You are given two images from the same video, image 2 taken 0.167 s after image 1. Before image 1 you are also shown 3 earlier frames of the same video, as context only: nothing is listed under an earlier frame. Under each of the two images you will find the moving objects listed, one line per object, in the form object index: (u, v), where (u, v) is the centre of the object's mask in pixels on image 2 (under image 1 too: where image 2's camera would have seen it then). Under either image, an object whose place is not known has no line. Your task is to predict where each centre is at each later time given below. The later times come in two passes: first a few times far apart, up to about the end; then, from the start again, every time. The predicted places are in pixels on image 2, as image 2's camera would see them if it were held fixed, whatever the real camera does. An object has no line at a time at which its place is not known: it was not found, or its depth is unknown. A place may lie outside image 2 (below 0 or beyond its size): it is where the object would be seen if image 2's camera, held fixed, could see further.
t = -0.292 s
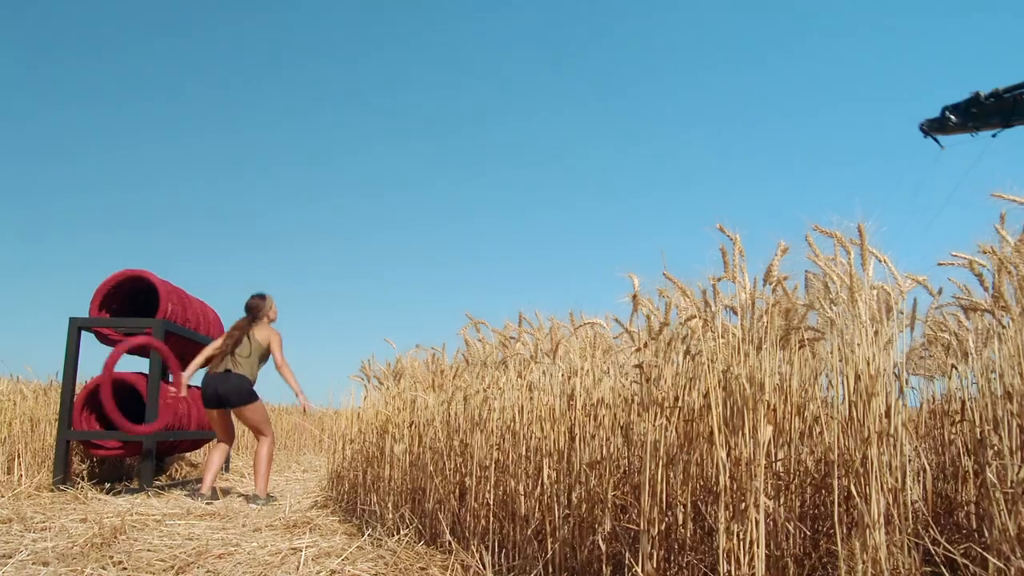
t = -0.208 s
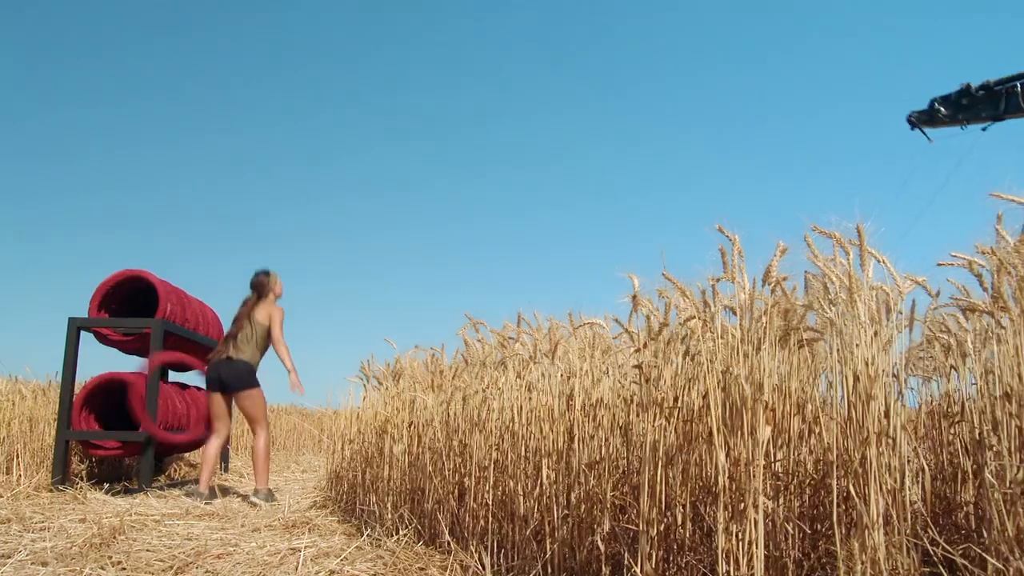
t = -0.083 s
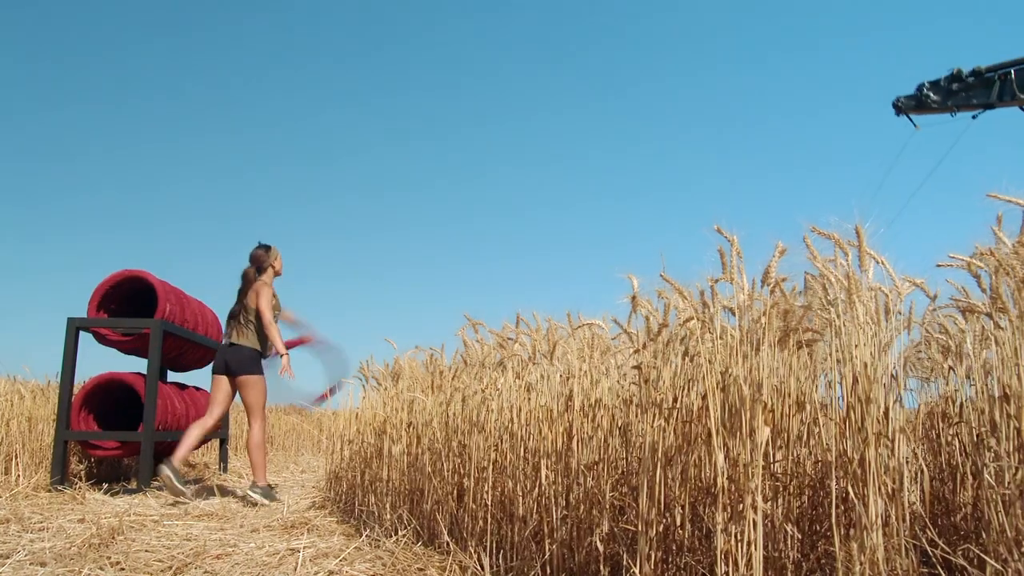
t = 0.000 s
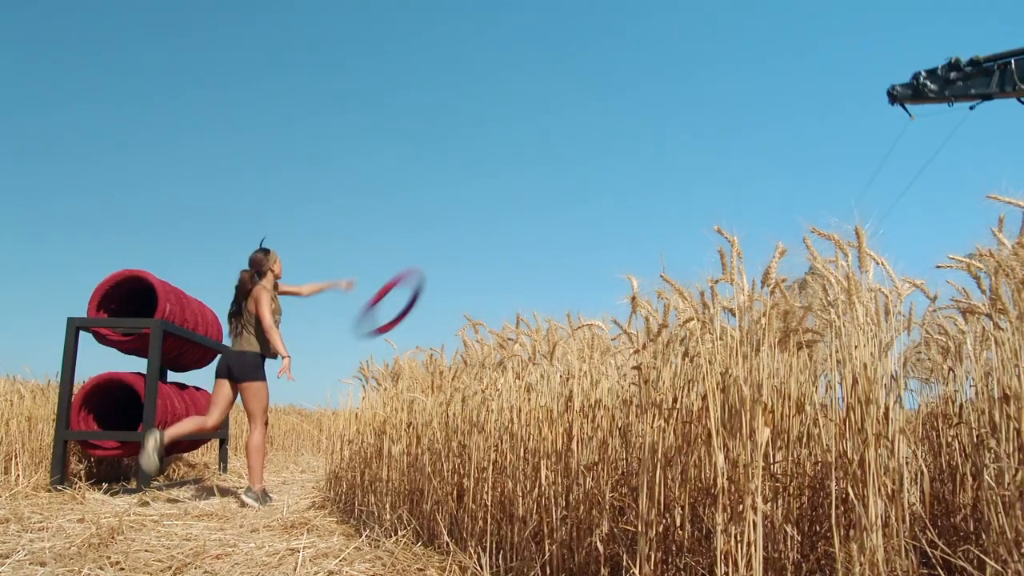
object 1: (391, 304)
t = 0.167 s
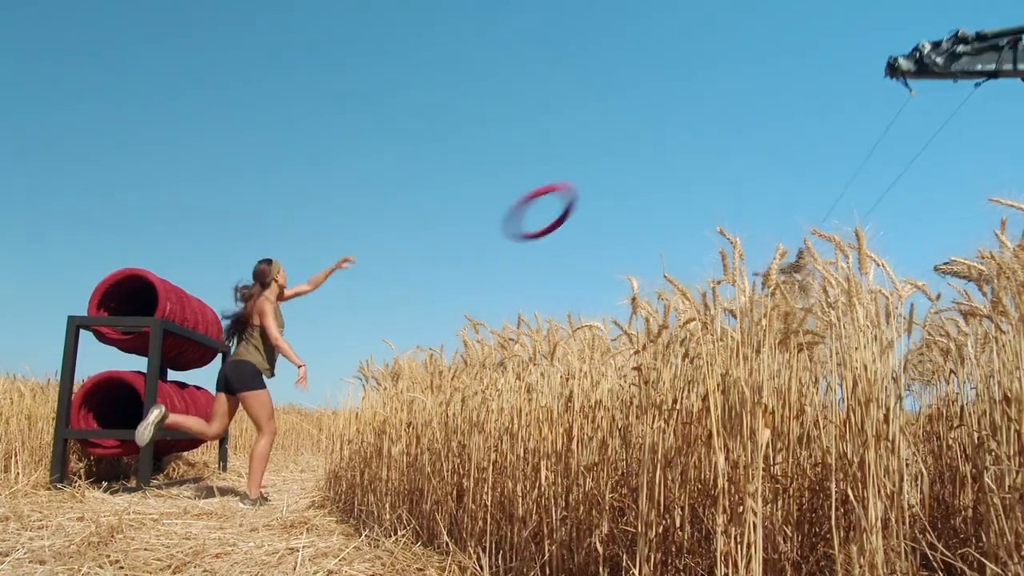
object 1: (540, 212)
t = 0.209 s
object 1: (576, 197)
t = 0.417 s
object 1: (736, 141)
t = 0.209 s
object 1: (576, 197)
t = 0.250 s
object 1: (614, 182)
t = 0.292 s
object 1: (647, 168)
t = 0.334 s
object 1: (678, 157)
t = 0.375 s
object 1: (707, 147)
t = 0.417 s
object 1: (736, 141)
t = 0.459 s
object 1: (765, 137)
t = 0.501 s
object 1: (792, 136)
